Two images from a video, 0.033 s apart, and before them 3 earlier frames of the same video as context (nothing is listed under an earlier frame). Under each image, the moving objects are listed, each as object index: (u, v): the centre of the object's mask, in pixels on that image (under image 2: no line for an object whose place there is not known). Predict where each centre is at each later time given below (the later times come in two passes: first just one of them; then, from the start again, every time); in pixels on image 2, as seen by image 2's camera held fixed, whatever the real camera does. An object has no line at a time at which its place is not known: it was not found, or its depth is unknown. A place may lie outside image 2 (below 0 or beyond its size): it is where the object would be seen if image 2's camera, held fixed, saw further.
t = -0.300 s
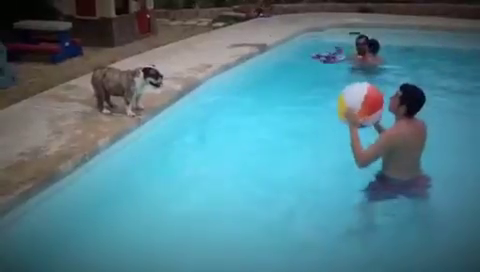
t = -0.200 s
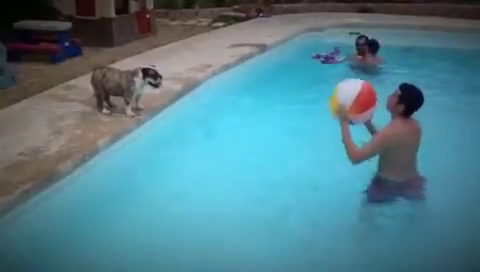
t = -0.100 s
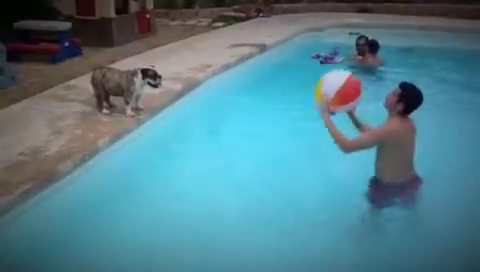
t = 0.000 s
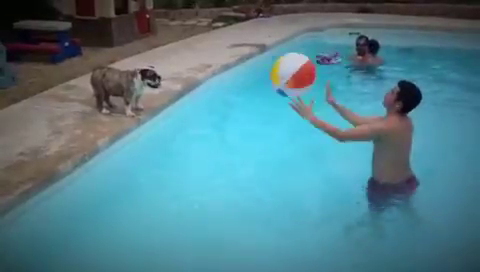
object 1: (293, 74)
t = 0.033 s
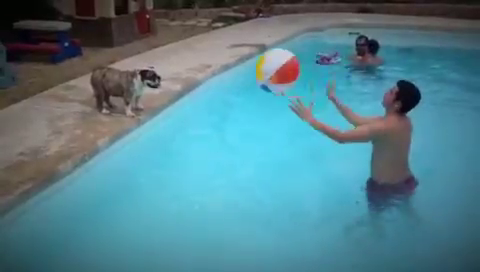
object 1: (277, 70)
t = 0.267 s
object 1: (175, 69)
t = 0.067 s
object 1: (261, 67)
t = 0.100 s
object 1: (246, 65)
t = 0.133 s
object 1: (231, 63)
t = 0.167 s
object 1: (216, 62)
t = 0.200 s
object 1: (201, 64)
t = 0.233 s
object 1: (188, 66)
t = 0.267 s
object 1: (175, 69)
